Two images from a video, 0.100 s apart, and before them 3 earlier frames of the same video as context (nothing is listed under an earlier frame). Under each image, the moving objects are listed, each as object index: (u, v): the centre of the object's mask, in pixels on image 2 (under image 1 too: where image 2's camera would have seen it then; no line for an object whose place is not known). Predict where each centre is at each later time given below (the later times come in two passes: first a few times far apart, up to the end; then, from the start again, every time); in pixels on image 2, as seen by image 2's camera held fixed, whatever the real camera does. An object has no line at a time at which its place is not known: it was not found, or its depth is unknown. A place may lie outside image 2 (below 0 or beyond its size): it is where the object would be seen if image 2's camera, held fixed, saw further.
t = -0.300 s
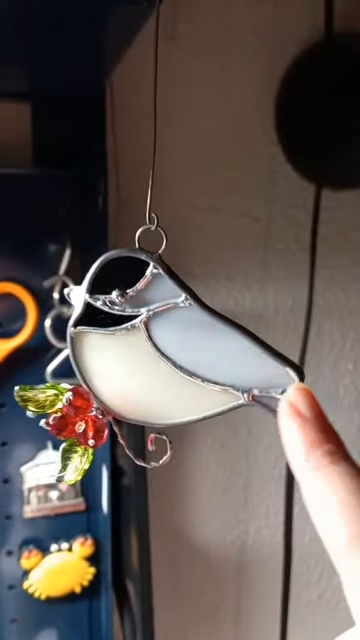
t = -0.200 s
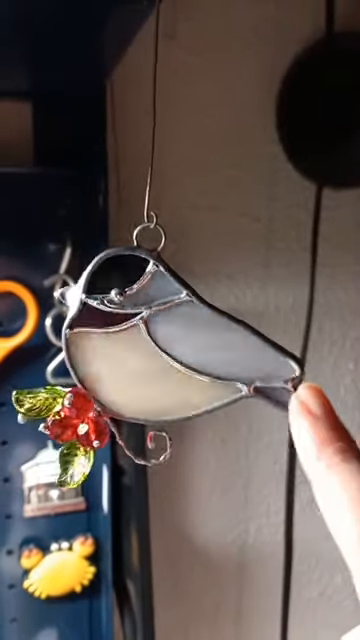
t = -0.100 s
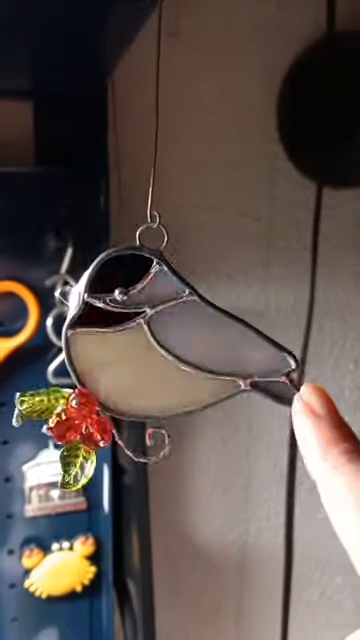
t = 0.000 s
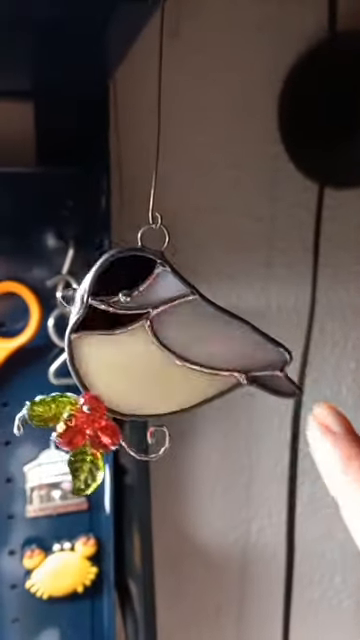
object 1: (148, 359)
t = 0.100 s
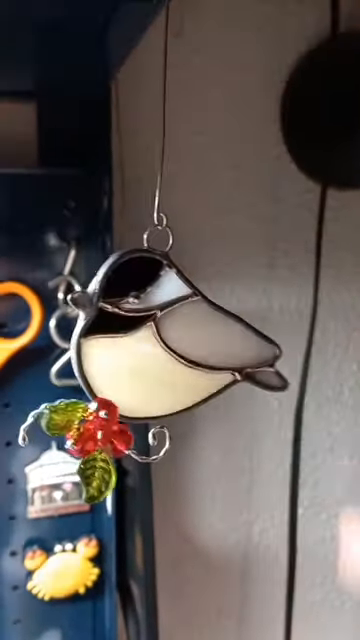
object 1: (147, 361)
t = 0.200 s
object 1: (145, 364)
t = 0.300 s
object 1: (145, 366)
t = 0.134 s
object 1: (146, 361)
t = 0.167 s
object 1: (145, 363)
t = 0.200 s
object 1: (145, 364)
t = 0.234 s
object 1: (145, 365)
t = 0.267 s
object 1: (144, 366)
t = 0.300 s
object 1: (145, 366)
